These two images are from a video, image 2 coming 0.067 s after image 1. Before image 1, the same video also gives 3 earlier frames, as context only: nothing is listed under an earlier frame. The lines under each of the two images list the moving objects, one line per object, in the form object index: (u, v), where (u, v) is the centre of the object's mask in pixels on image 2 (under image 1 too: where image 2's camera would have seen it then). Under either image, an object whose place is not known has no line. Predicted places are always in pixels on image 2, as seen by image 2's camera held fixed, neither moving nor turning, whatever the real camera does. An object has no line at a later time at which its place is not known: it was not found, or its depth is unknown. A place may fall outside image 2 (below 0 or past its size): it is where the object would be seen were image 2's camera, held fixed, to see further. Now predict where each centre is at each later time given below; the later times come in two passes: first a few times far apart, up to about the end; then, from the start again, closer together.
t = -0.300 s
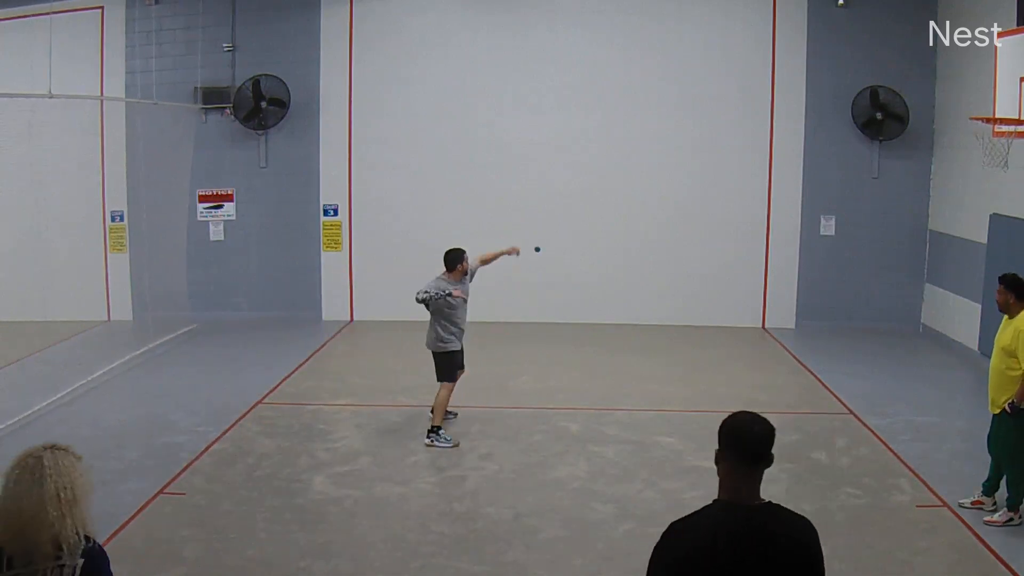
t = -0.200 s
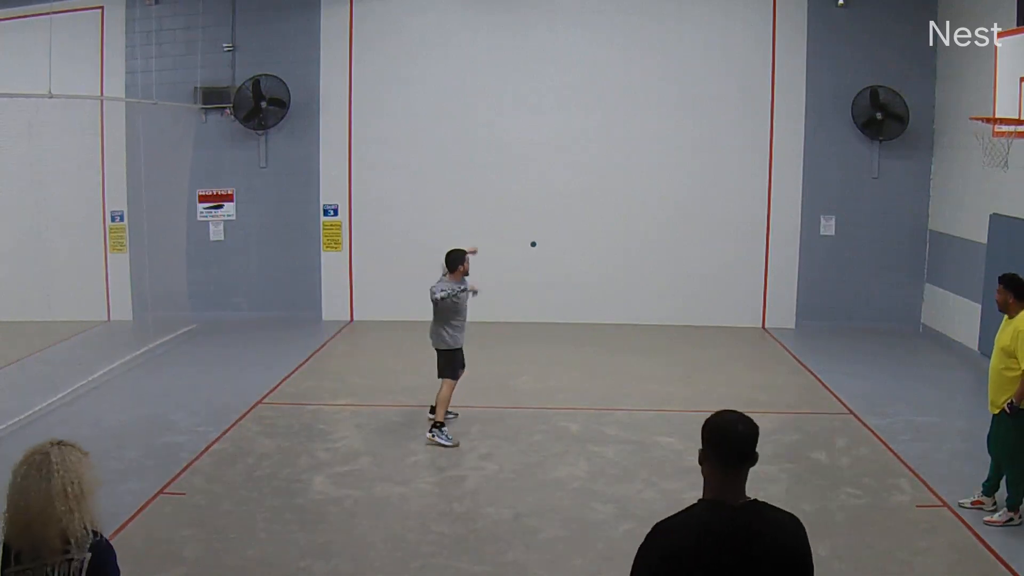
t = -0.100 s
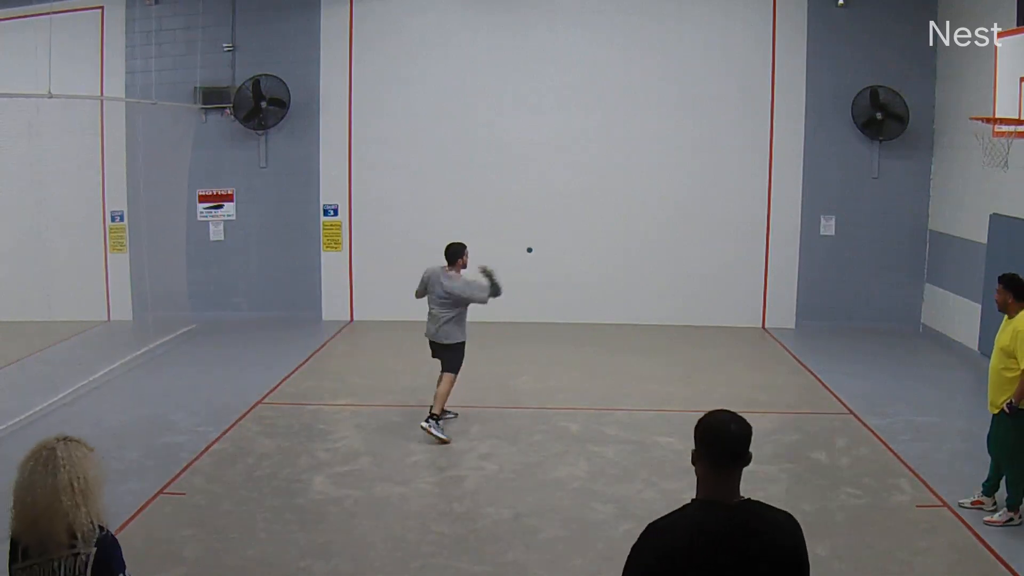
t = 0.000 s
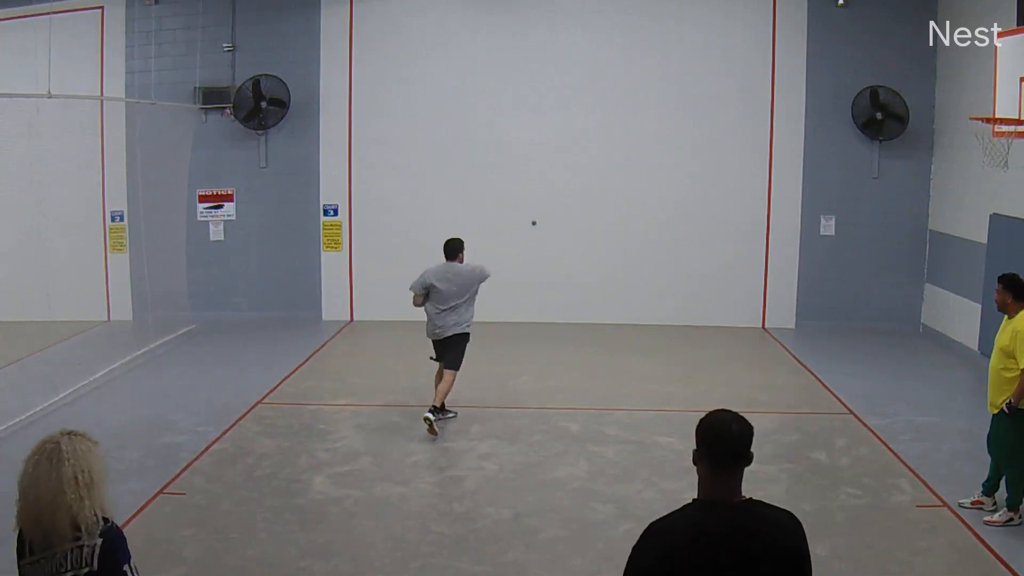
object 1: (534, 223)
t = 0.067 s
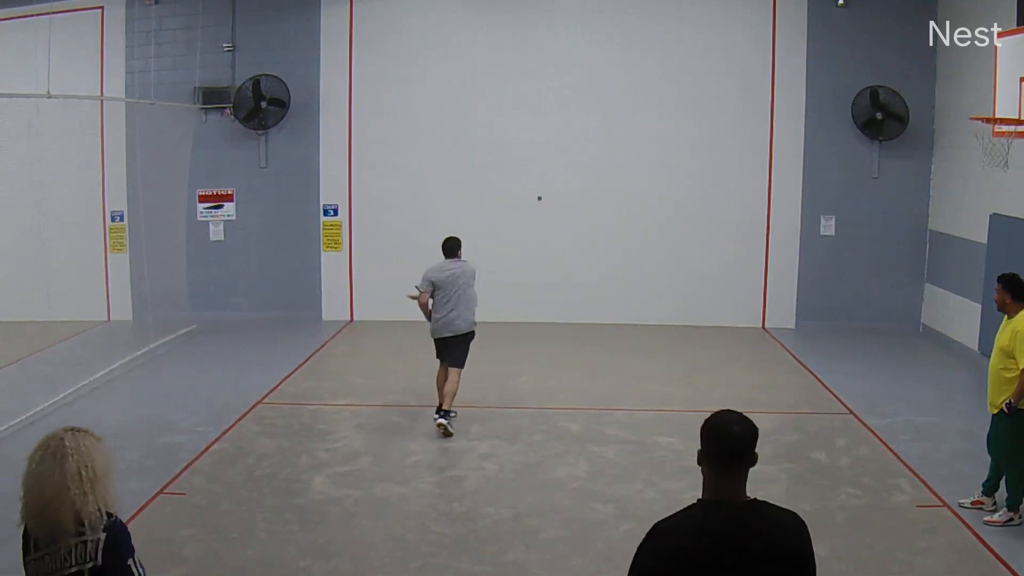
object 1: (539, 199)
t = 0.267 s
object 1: (547, 176)
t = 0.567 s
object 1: (553, 235)
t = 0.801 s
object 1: (560, 403)
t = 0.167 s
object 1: (546, 177)
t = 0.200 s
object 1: (546, 175)
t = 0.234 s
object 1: (547, 175)
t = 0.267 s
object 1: (547, 176)
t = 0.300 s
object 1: (548, 177)
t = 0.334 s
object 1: (548, 180)
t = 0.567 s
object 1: (553, 235)
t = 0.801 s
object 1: (560, 403)
